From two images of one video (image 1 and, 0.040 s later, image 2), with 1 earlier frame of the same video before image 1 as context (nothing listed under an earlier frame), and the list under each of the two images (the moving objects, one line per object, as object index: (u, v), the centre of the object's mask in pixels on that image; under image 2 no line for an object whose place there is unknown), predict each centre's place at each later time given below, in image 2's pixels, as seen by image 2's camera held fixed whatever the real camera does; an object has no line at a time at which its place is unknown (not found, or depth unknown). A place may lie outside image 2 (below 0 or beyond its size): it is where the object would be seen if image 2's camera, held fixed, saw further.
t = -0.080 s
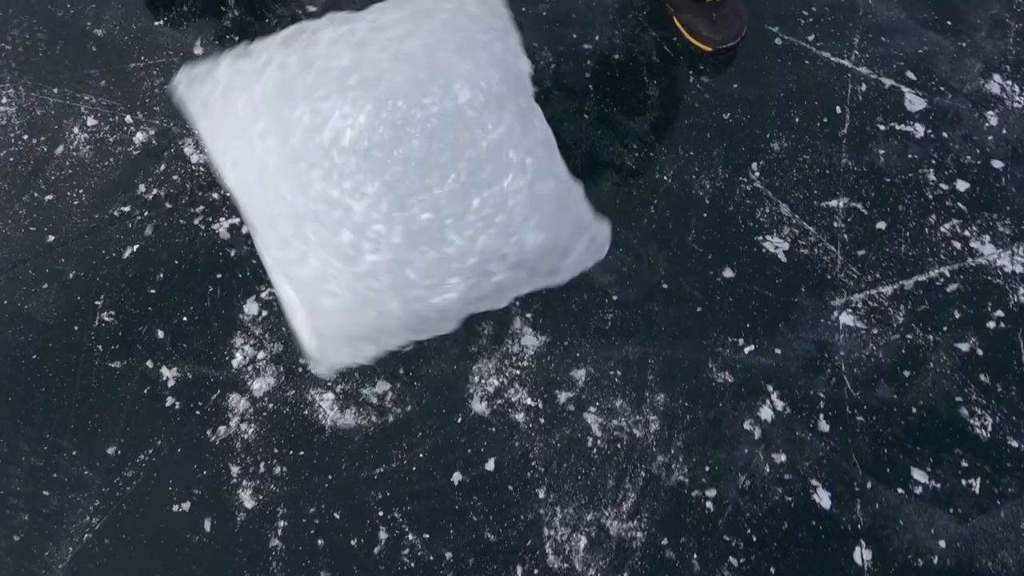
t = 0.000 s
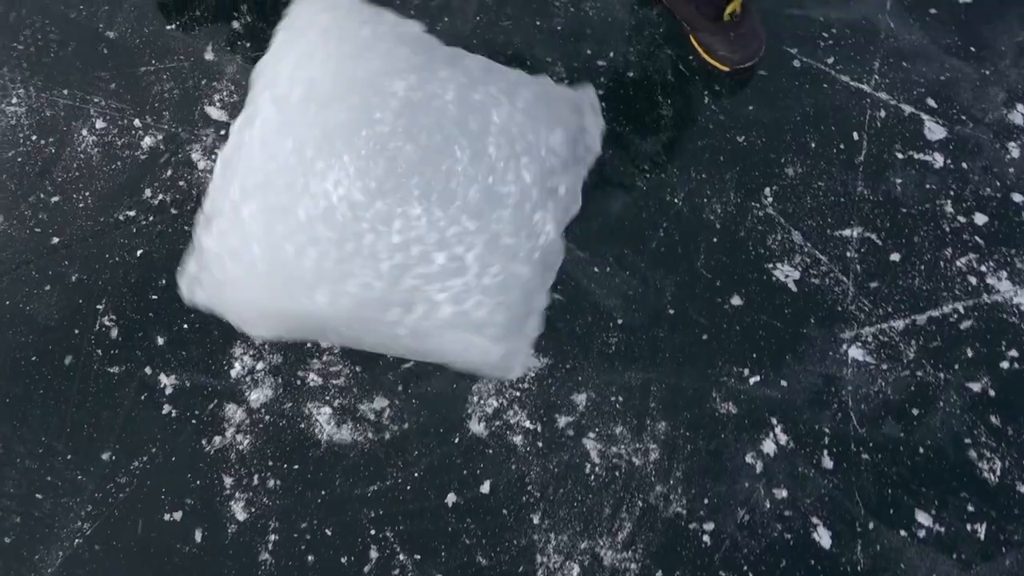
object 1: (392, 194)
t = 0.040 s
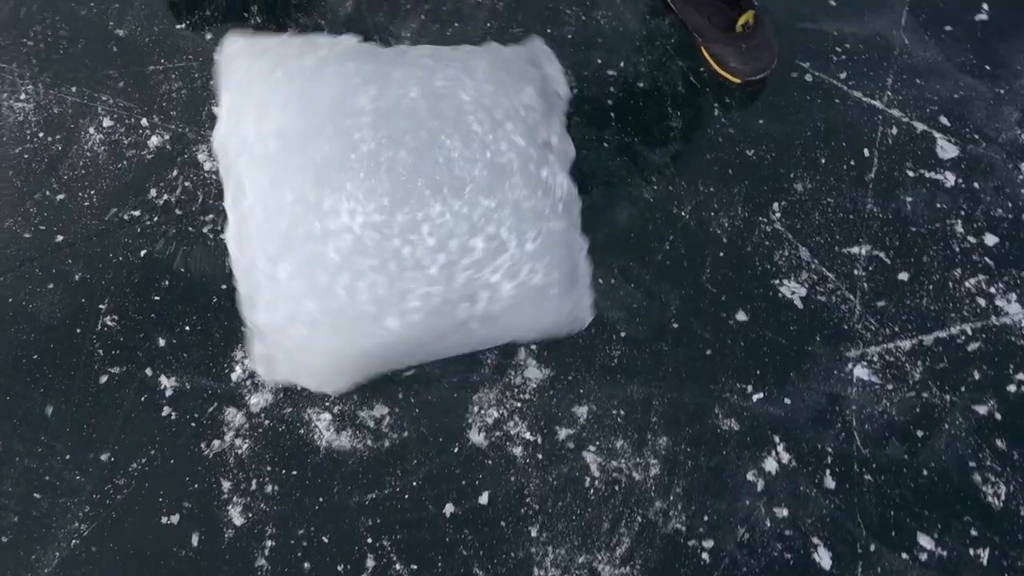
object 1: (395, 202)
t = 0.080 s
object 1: (391, 203)
